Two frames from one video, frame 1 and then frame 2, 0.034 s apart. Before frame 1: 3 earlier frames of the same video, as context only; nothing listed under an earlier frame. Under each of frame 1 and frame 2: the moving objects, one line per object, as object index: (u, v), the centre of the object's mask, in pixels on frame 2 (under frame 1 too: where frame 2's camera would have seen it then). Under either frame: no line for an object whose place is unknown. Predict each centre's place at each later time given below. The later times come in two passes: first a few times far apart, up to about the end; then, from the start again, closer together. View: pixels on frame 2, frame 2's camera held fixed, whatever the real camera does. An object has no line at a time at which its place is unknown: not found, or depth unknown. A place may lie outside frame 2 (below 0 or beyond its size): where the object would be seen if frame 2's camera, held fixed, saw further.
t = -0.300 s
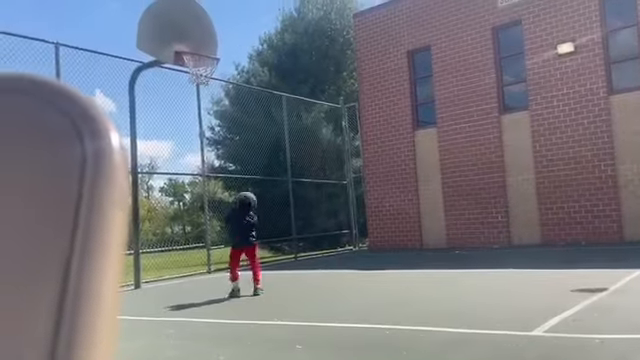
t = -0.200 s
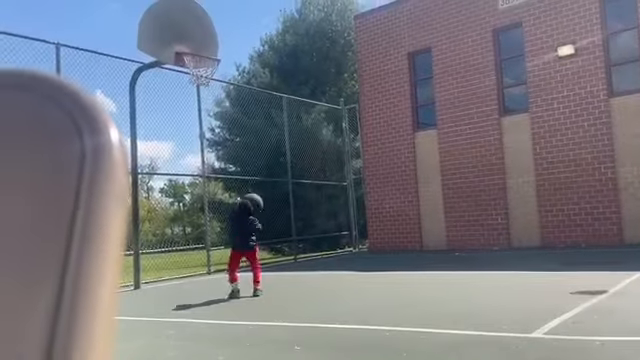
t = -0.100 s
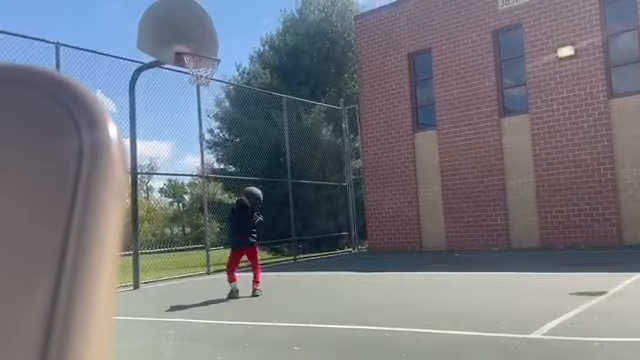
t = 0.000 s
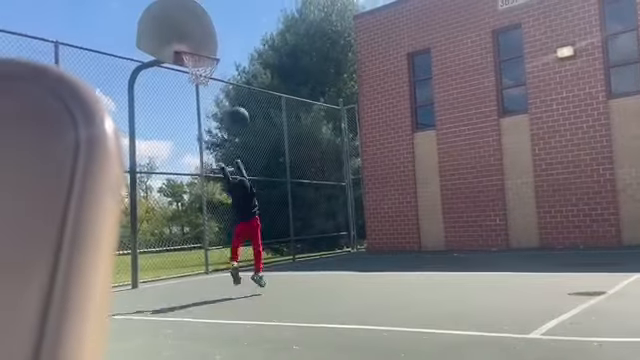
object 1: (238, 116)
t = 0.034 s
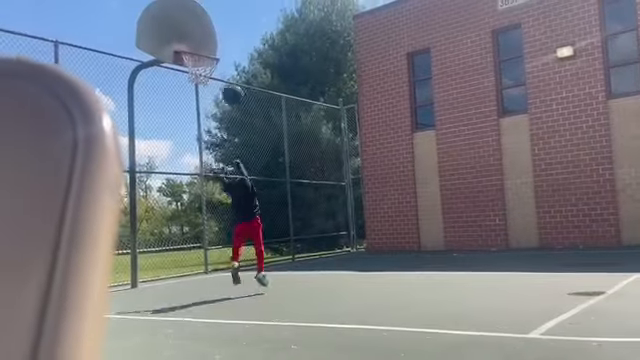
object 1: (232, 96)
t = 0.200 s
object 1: (214, 44)
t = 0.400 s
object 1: (223, 67)
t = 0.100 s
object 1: (224, 64)
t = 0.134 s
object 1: (220, 53)
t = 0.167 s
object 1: (217, 47)
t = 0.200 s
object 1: (214, 44)
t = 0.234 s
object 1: (211, 45)
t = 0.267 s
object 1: (209, 49)
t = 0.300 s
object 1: (212, 49)
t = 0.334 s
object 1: (216, 51)
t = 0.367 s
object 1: (219, 57)
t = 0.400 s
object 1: (223, 67)
